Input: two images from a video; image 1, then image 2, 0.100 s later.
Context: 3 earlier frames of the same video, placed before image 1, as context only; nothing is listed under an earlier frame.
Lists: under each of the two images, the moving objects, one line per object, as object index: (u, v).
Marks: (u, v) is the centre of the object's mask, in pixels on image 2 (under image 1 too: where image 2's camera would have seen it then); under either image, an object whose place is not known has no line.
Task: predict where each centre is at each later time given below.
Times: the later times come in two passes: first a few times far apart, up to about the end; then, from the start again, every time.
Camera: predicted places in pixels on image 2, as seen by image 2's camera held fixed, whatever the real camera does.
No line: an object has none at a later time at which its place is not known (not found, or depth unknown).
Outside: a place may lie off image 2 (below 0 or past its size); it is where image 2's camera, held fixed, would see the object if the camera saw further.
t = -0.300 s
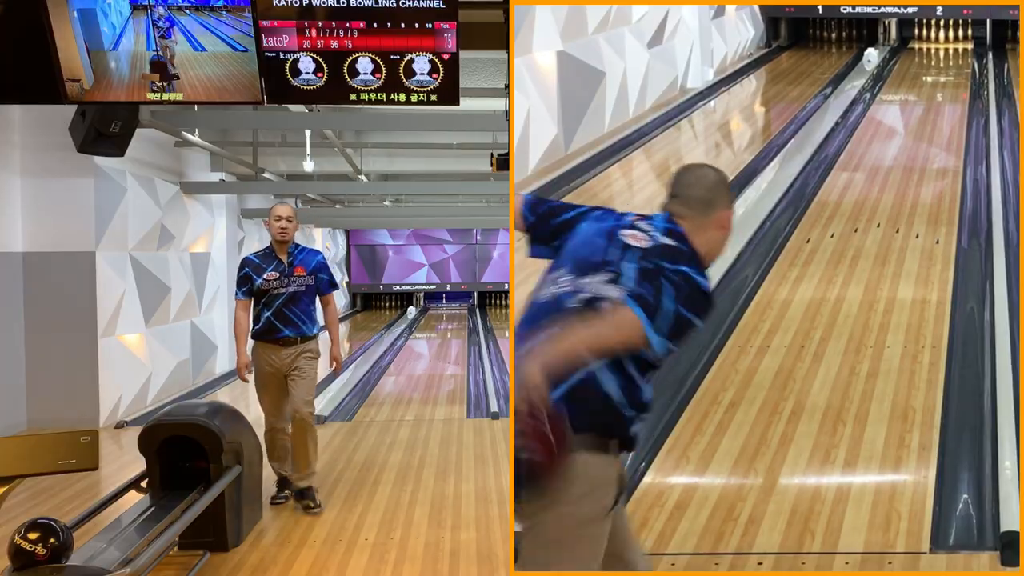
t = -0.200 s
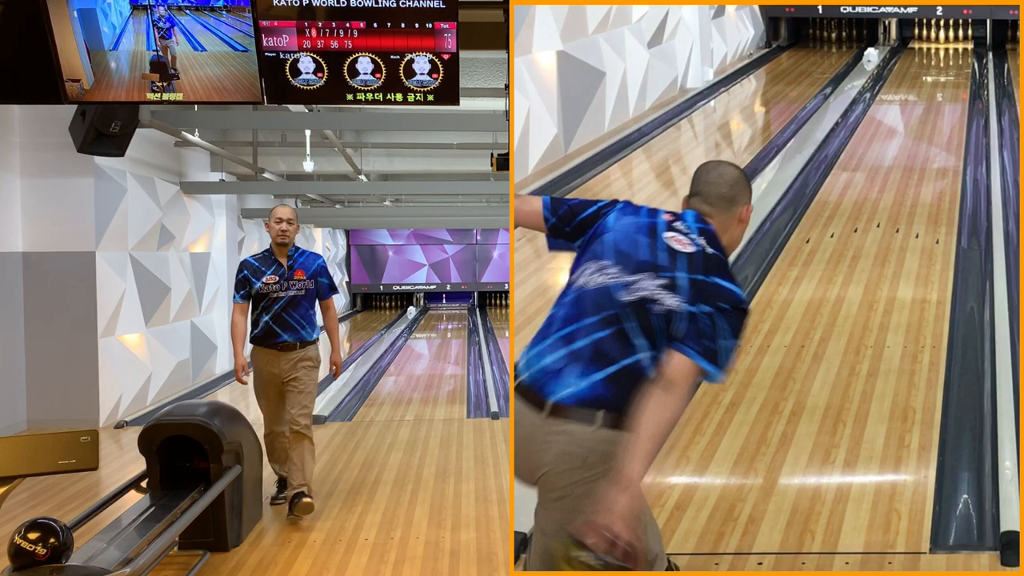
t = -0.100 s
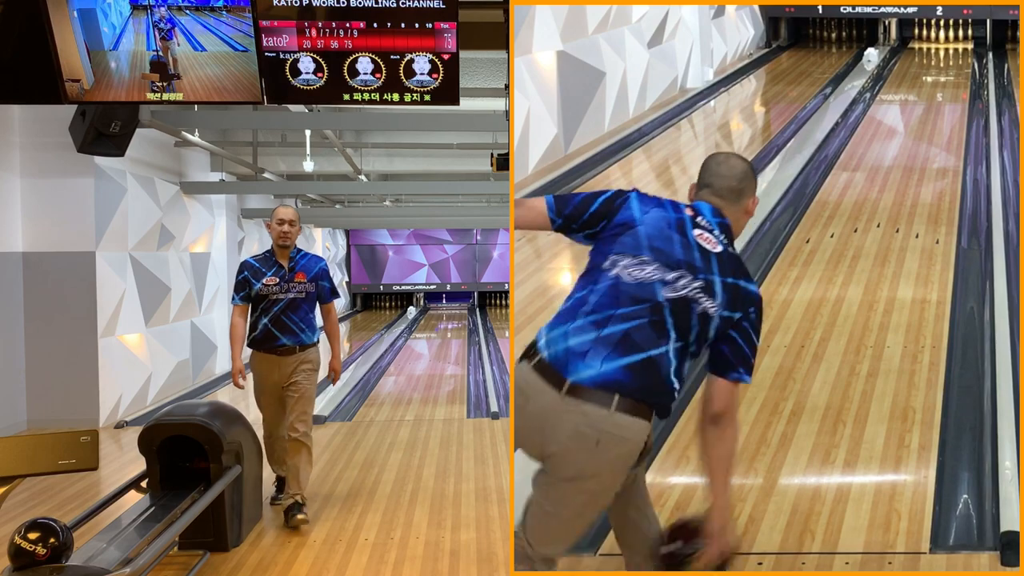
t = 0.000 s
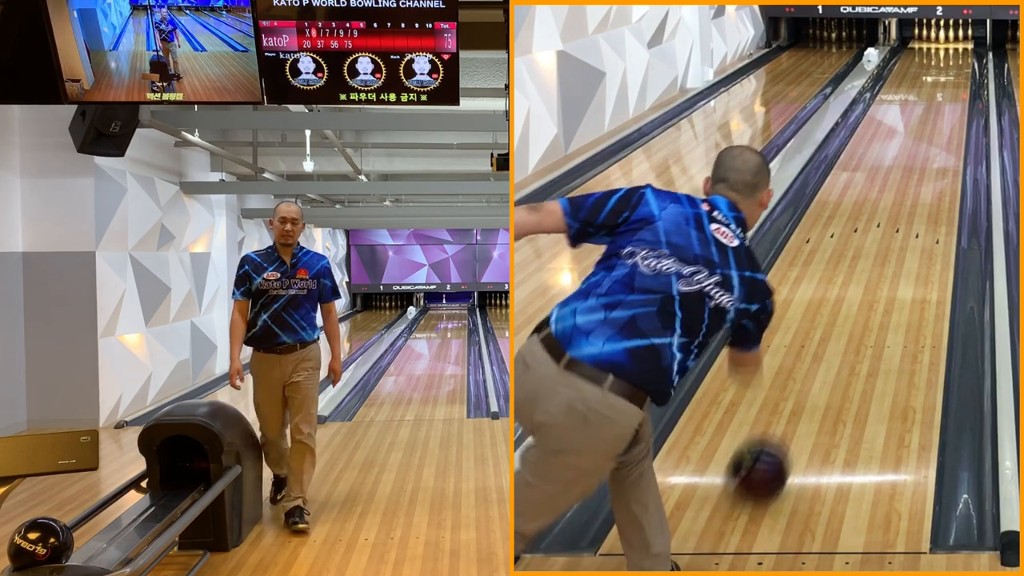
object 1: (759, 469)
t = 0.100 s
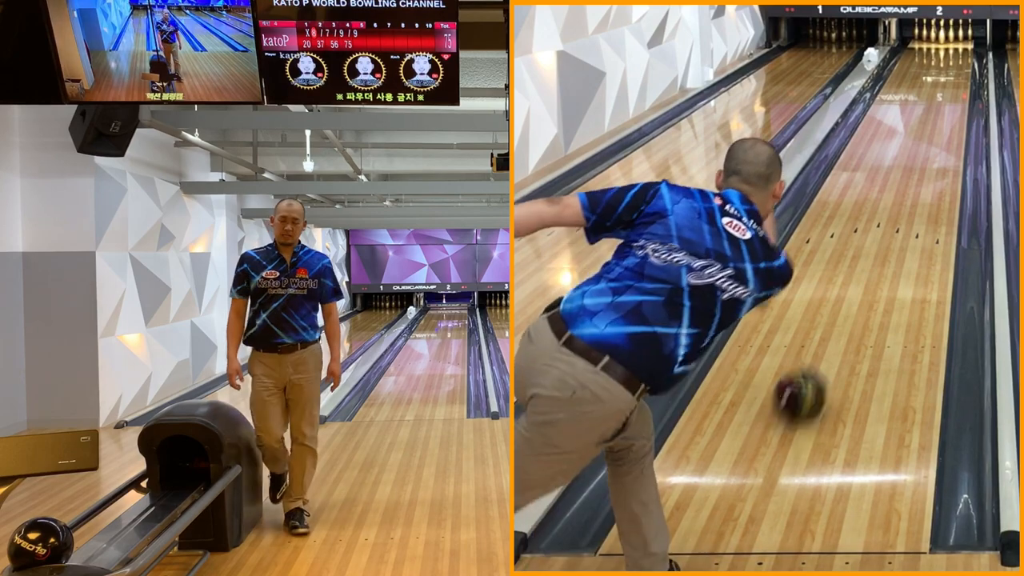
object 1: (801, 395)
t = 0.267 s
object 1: (848, 306)
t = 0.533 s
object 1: (894, 217)
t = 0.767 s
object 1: (919, 168)
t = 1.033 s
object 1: (937, 129)
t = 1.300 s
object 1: (949, 101)
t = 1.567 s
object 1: (956, 80)
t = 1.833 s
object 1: (961, 63)
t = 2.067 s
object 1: (959, 53)
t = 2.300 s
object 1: (954, 44)
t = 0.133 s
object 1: (811, 375)
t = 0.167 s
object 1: (822, 355)
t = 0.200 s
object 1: (831, 339)
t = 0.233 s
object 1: (840, 322)
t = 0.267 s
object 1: (848, 306)
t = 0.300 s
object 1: (855, 292)
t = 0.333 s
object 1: (862, 280)
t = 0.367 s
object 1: (868, 267)
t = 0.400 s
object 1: (874, 256)
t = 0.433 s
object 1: (880, 245)
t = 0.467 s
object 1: (885, 235)
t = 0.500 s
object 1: (890, 225)
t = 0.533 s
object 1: (894, 217)
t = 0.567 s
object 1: (898, 209)
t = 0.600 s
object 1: (902, 201)
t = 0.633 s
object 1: (906, 194)
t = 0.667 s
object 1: (909, 187)
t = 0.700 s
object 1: (912, 180)
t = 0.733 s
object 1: (916, 174)
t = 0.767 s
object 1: (919, 168)
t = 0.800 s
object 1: (921, 163)
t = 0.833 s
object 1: (924, 157)
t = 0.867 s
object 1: (926, 152)
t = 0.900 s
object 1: (929, 147)
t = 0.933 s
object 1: (931, 142)
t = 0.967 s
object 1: (933, 138)
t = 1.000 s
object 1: (935, 133)
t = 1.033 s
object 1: (937, 129)
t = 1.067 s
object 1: (939, 125)
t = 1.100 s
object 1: (940, 121)
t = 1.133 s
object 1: (942, 117)
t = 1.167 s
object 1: (944, 114)
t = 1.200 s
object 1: (945, 111)
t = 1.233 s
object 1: (946, 107)
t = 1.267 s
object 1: (947, 104)
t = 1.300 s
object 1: (949, 101)
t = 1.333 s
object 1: (950, 98)
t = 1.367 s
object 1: (951, 95)
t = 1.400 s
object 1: (952, 93)
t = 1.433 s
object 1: (953, 90)
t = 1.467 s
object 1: (954, 88)
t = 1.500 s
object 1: (955, 85)
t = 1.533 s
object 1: (956, 83)
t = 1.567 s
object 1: (956, 80)
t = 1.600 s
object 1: (956, 78)
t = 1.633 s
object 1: (957, 77)
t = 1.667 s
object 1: (958, 73)
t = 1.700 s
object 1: (958, 72)
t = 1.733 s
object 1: (959, 70)
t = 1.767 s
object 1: (958, 69)
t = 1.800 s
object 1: (960, 67)
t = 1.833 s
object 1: (961, 63)
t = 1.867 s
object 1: (960, 62)
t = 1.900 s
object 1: (960, 60)
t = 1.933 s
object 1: (960, 59)
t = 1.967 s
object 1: (959, 57)
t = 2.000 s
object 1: (959, 56)
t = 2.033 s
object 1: (960, 54)
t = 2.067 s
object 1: (959, 53)
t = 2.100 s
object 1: (959, 51)
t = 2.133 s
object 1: (958, 50)
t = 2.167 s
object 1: (958, 48)
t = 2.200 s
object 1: (957, 47)
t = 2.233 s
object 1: (956, 46)
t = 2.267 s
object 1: (955, 44)
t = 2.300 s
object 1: (954, 44)
